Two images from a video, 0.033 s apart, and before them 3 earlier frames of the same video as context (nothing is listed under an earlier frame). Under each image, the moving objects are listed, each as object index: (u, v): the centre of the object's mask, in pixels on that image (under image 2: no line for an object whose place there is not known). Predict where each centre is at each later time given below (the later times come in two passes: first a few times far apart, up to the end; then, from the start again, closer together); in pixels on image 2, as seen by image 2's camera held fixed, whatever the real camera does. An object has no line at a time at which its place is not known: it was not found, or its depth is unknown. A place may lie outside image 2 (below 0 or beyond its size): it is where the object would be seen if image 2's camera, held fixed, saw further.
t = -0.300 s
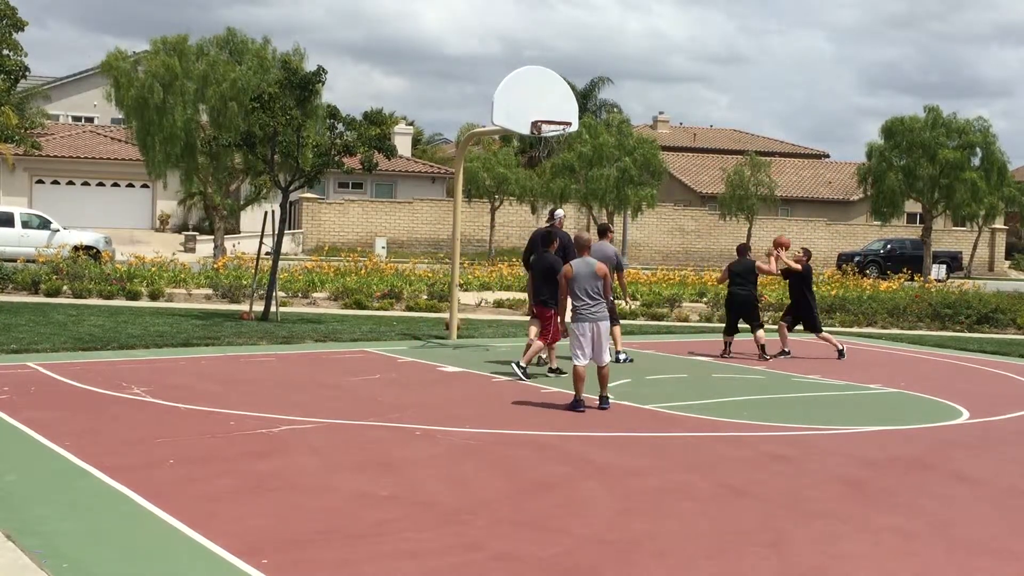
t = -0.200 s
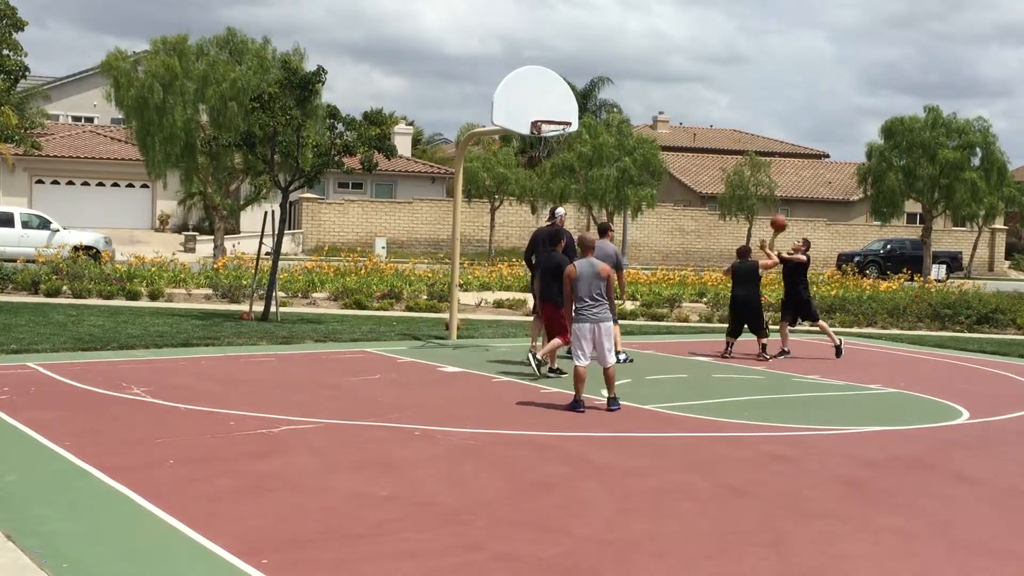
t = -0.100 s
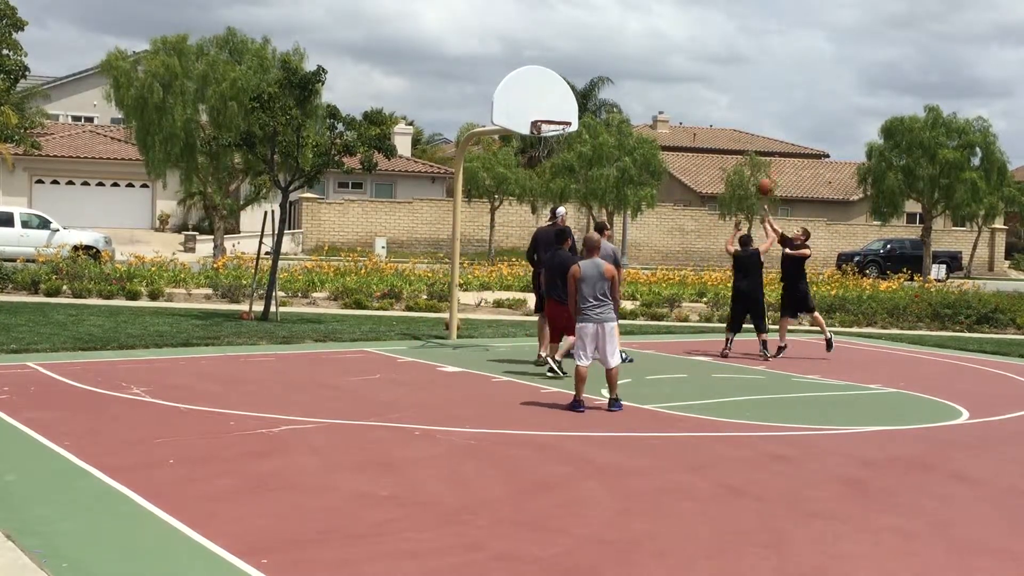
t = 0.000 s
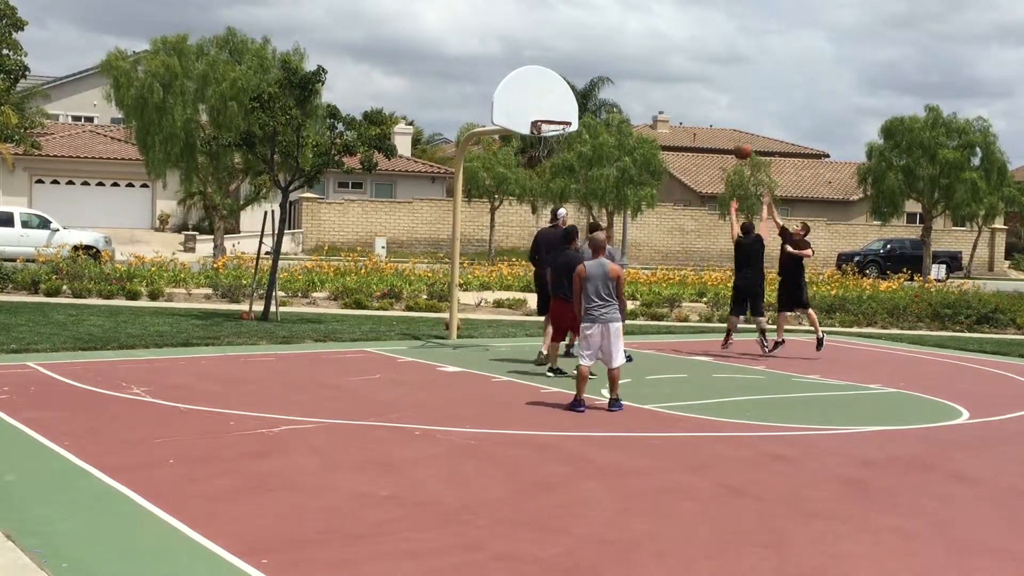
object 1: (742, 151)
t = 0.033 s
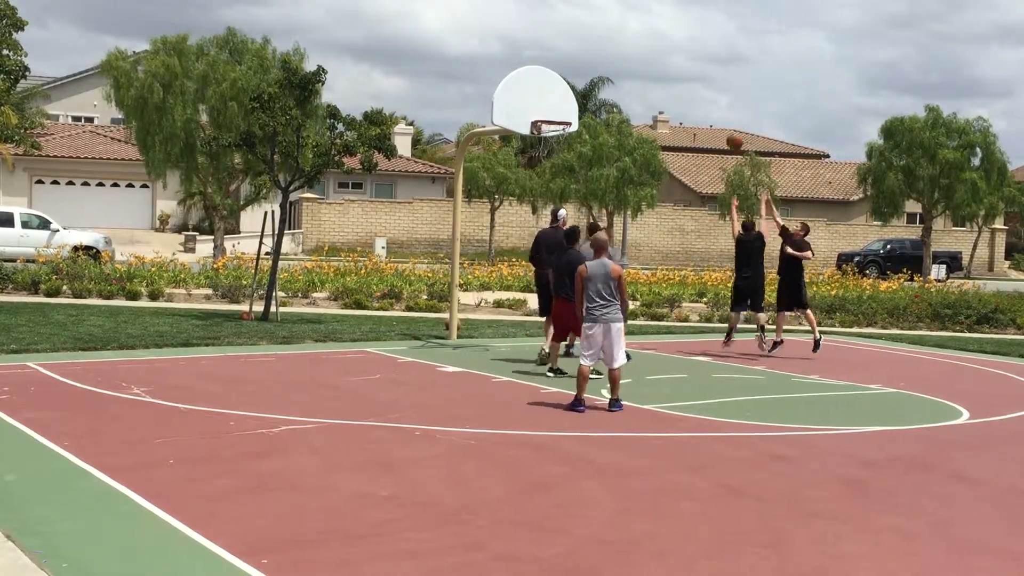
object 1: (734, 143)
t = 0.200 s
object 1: (698, 100)
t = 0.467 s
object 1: (635, 77)
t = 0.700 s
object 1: (578, 98)
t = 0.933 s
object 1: (564, 91)
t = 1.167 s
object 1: (585, 91)
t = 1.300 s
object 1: (595, 110)
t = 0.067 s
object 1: (727, 131)
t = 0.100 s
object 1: (720, 122)
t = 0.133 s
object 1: (713, 114)
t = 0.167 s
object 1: (705, 107)
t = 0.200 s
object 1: (698, 100)
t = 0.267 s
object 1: (682, 89)
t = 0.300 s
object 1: (675, 85)
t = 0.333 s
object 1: (667, 82)
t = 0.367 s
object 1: (659, 79)
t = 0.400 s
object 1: (651, 78)
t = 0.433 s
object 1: (643, 77)
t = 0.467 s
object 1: (635, 77)
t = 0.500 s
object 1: (627, 77)
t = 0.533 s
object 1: (619, 79)
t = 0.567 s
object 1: (612, 82)
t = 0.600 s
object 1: (604, 85)
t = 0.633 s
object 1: (596, 88)
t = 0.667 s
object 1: (588, 93)
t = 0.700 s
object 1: (578, 98)
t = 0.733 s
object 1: (570, 106)
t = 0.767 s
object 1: (561, 113)
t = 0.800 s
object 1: (558, 111)
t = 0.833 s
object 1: (556, 104)
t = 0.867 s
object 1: (558, 98)
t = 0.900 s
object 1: (561, 94)
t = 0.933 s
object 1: (564, 91)
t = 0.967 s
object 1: (567, 89)
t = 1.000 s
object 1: (570, 88)
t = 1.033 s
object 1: (573, 86)
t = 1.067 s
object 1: (575, 86)
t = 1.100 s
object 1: (577, 86)
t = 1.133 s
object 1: (581, 89)
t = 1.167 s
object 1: (585, 91)
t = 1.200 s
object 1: (588, 94)
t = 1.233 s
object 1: (590, 98)
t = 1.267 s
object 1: (591, 103)
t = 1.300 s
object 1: (595, 110)
